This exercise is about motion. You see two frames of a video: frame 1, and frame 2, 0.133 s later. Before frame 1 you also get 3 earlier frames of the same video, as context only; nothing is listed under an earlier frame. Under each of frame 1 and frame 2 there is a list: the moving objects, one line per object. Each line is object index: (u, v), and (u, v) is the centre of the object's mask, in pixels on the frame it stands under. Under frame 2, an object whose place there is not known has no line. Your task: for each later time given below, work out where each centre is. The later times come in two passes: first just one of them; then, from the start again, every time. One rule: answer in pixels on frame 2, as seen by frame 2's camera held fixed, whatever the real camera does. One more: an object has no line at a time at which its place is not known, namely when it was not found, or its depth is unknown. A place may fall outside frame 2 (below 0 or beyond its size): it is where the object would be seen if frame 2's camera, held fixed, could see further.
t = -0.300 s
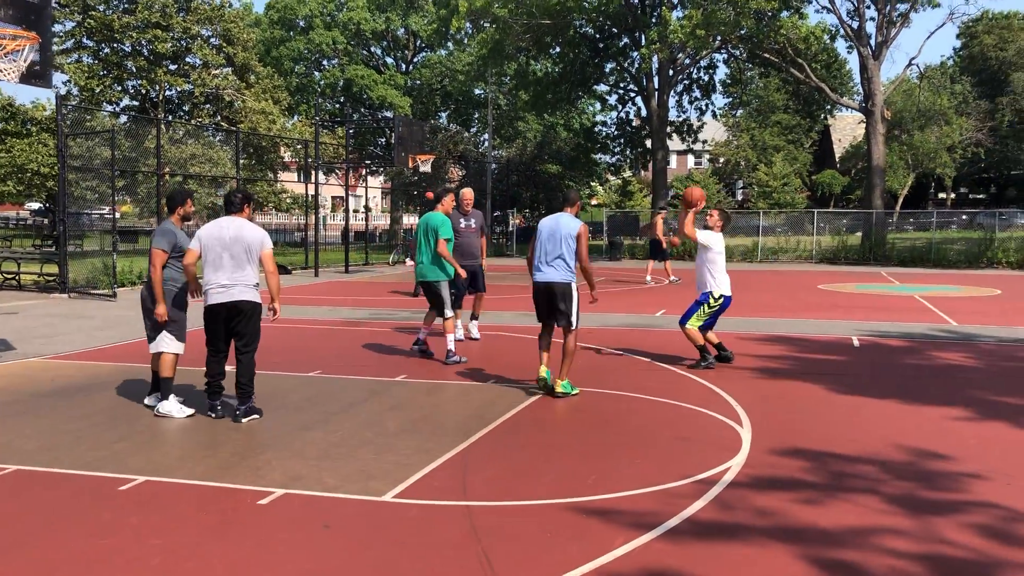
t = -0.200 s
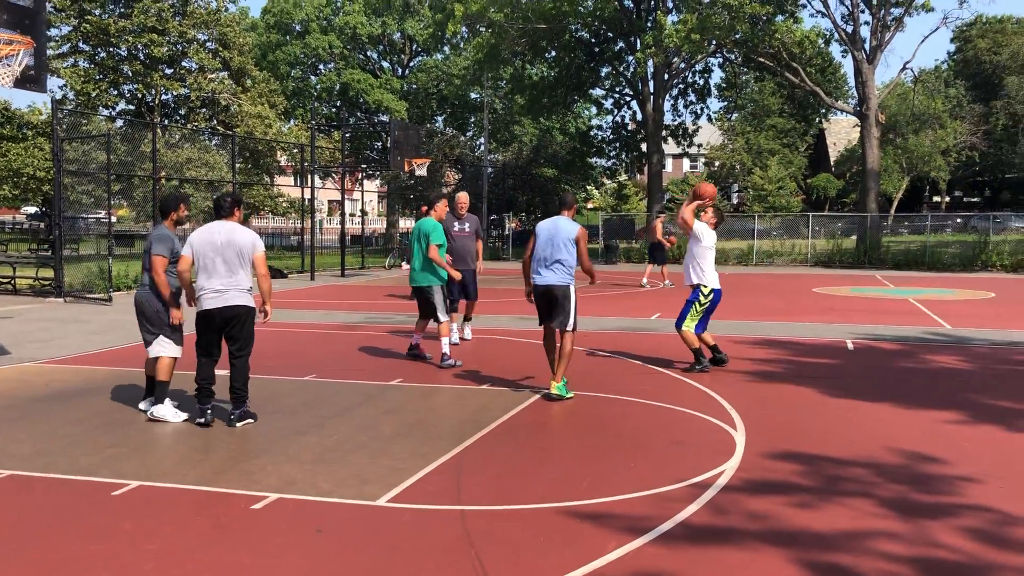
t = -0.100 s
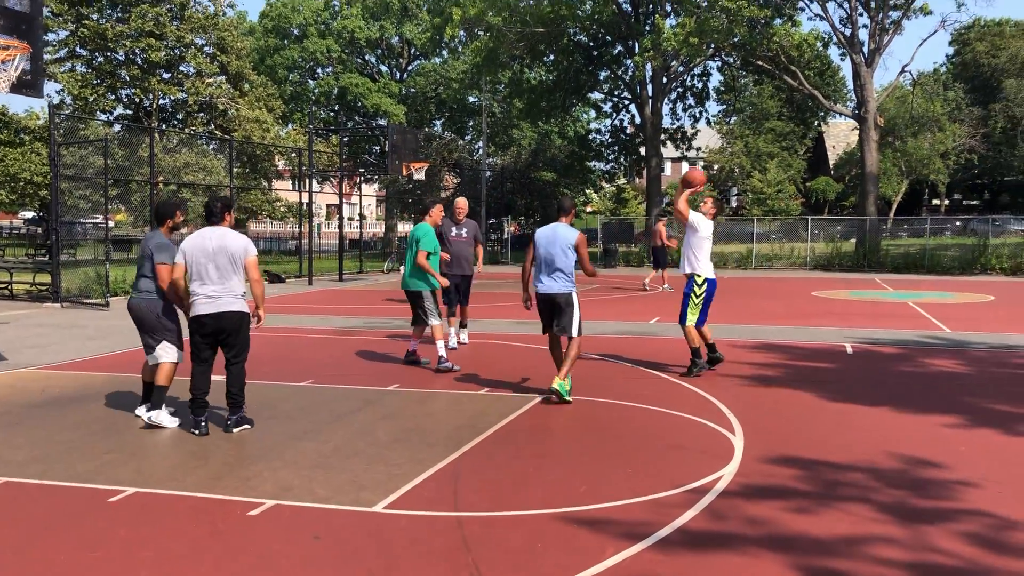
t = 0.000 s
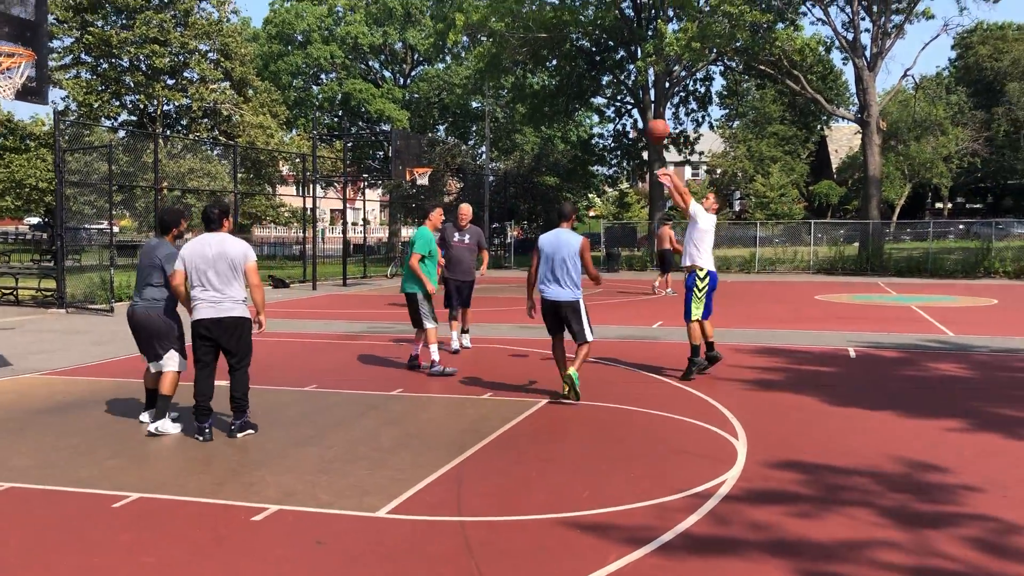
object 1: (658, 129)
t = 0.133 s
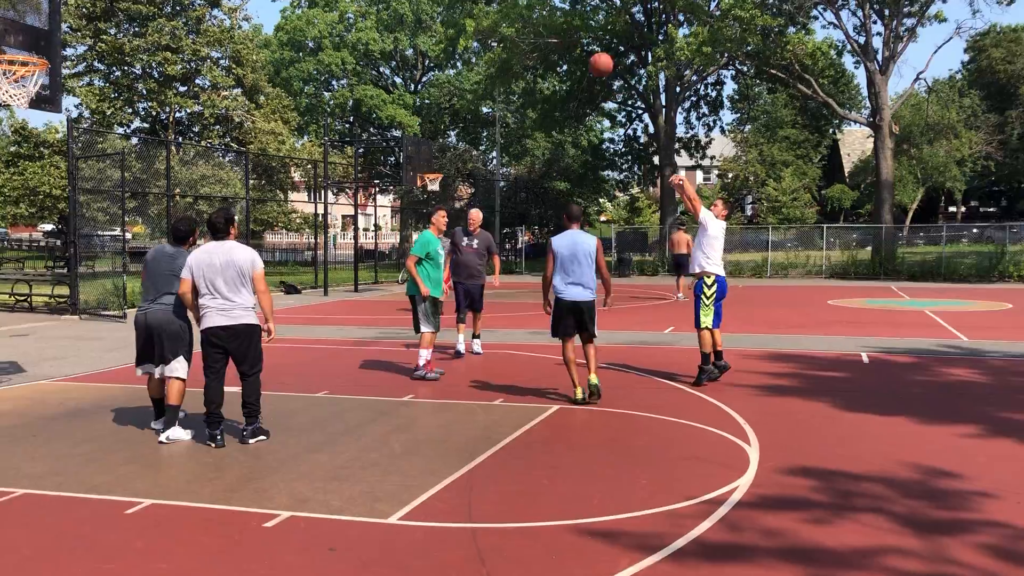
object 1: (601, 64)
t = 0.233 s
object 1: (550, 20)
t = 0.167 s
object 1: (584, 48)
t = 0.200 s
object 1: (567, 34)
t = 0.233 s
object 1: (550, 20)
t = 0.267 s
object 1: (532, 8)
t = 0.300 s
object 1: (514, 1)
